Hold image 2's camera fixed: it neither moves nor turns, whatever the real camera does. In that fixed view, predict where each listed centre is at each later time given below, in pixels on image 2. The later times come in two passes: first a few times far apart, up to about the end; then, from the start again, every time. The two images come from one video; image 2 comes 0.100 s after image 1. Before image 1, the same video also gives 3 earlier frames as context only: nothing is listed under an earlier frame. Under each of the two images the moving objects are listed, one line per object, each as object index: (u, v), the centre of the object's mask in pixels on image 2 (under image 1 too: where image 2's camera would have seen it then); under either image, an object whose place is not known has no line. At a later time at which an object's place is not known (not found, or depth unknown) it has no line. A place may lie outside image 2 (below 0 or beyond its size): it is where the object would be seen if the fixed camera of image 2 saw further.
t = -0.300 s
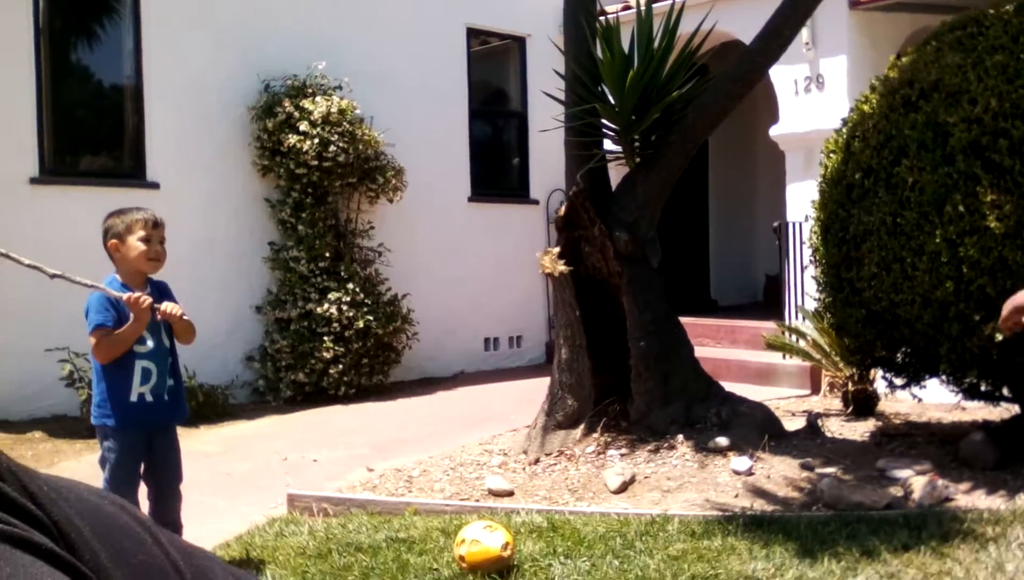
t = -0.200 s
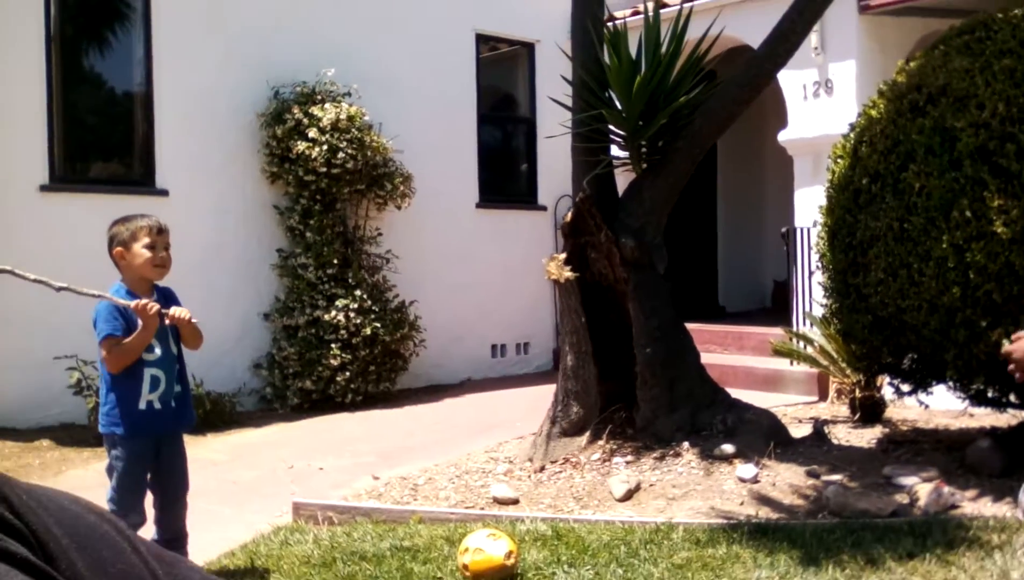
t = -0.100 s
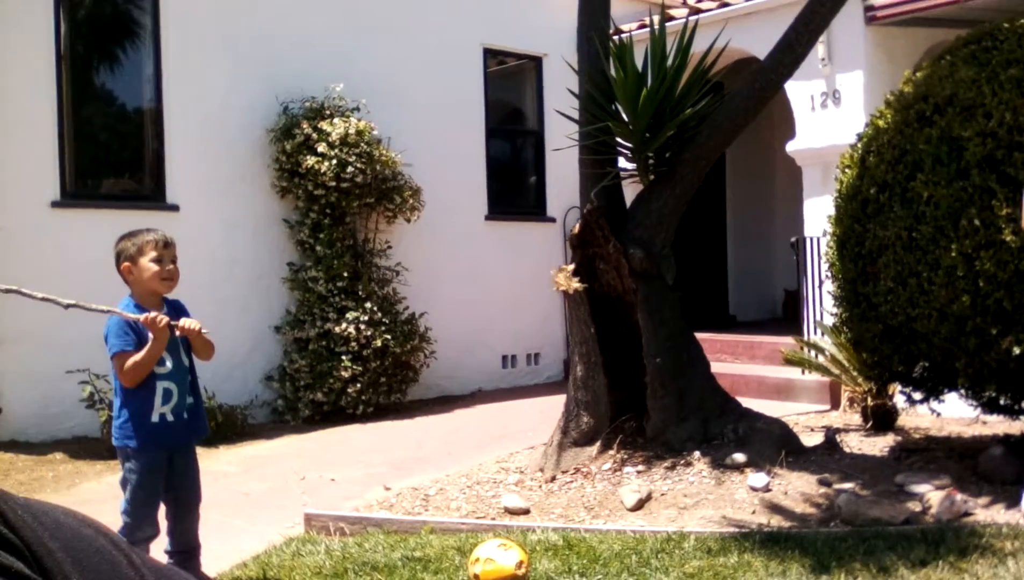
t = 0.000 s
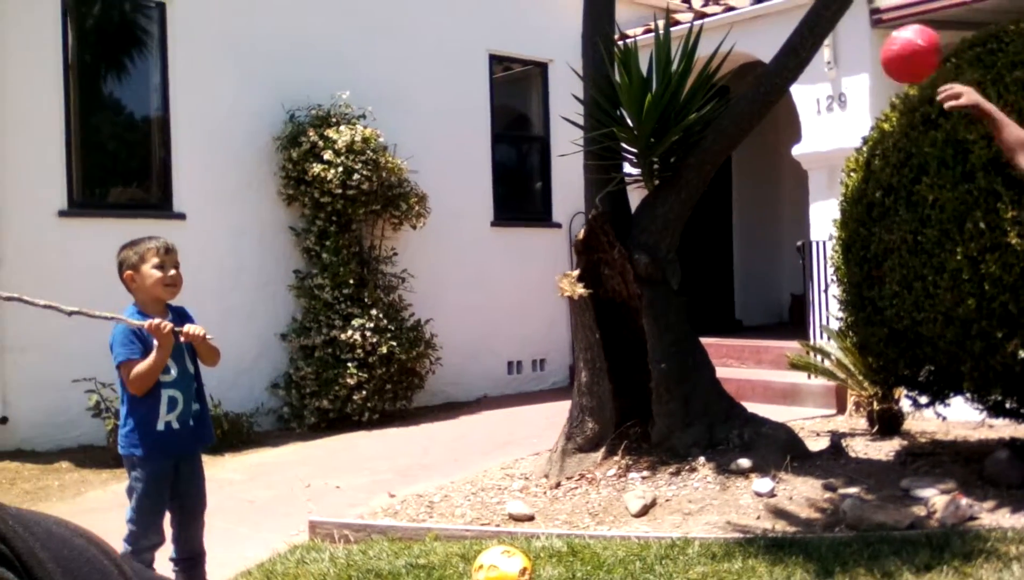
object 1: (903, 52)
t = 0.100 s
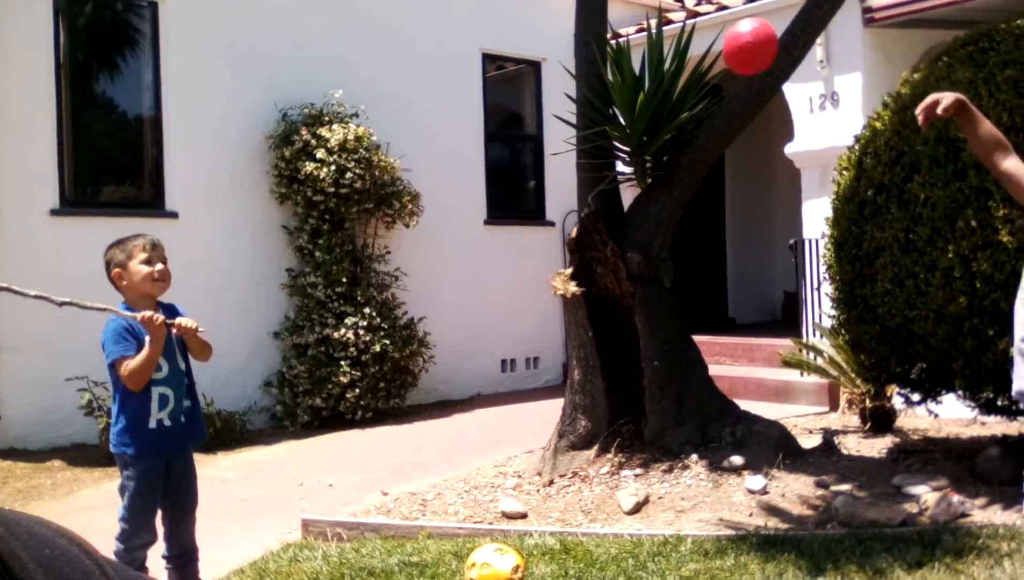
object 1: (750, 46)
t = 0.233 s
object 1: (566, 105)
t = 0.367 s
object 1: (410, 231)
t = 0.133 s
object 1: (701, 55)
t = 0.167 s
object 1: (654, 68)
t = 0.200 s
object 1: (609, 83)
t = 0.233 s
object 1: (566, 105)
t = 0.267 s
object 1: (525, 132)
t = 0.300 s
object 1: (486, 161)
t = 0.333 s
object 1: (447, 194)
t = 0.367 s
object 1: (410, 231)
